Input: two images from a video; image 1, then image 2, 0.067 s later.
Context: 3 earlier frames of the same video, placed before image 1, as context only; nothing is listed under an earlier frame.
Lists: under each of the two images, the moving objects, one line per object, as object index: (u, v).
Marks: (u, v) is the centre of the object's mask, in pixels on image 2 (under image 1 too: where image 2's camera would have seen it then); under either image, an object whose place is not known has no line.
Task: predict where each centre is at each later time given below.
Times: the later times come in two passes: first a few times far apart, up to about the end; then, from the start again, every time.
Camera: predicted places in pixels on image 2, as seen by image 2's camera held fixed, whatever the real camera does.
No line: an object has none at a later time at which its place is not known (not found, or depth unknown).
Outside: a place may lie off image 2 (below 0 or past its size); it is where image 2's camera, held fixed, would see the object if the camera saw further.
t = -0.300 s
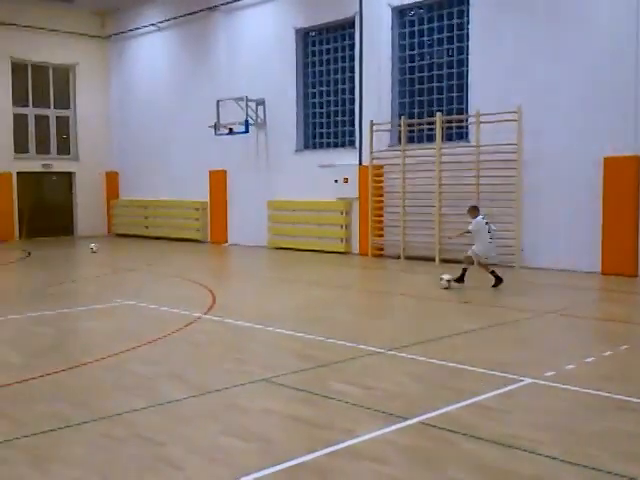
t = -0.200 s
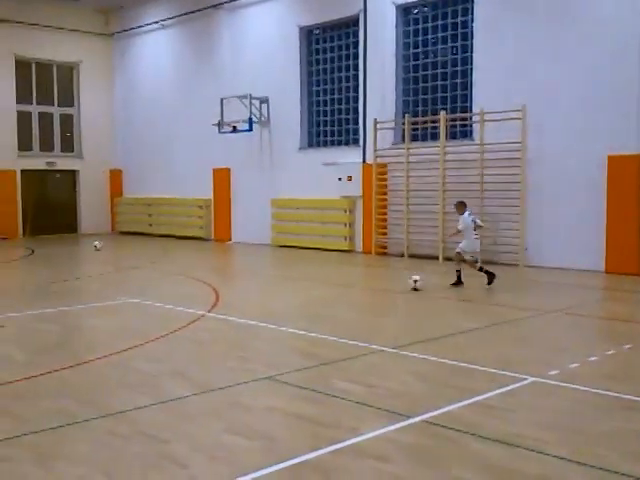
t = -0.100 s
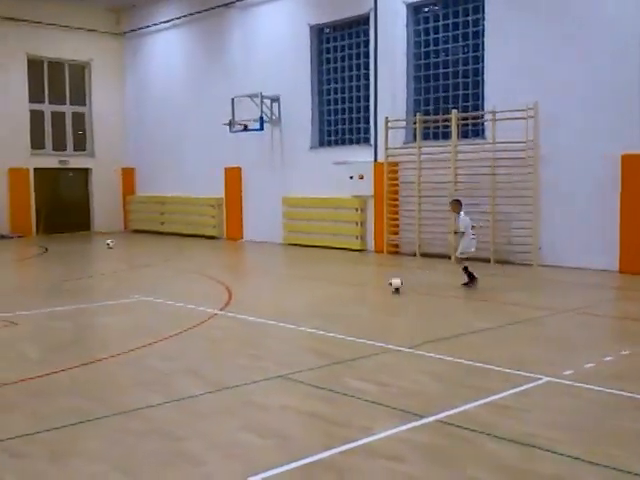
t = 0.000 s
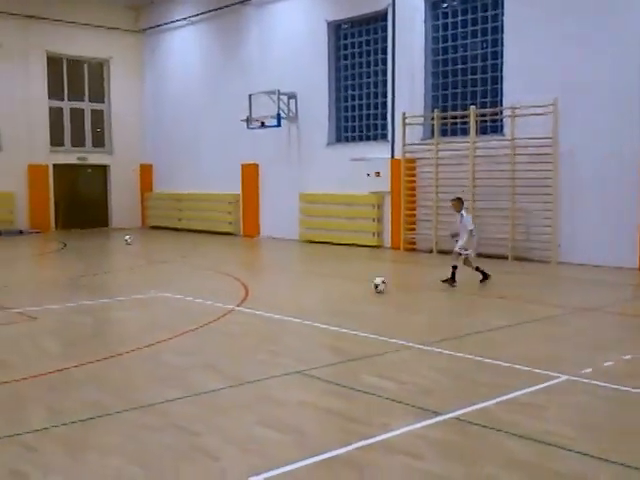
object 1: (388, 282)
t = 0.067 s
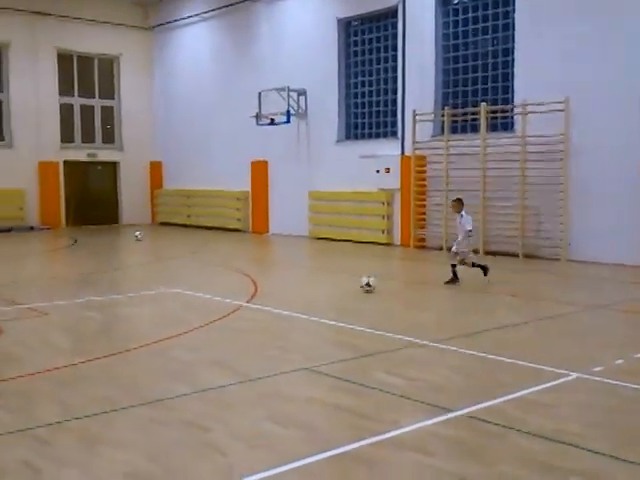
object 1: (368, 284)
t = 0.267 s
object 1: (305, 288)
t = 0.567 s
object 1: (208, 295)
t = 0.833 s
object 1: (115, 301)
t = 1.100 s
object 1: (13, 310)
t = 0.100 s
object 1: (356, 284)
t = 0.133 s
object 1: (347, 286)
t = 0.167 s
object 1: (337, 286)
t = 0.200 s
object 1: (326, 287)
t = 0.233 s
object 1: (317, 287)
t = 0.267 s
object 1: (305, 288)
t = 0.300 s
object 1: (295, 289)
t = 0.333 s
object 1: (284, 288)
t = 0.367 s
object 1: (273, 291)
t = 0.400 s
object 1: (264, 290)
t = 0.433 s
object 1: (252, 291)
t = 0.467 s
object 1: (242, 293)
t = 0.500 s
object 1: (231, 292)
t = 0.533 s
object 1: (220, 295)
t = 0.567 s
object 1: (208, 295)
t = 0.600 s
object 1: (197, 296)
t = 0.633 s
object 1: (186, 296)
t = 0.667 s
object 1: (175, 297)
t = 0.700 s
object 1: (164, 297)
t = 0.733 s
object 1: (152, 299)
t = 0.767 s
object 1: (140, 300)
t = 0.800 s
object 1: (128, 301)
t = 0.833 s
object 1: (115, 301)
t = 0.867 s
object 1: (105, 302)
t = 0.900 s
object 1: (90, 303)
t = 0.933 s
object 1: (79, 305)
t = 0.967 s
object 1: (67, 306)
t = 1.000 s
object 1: (53, 307)
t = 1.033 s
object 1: (41, 307)
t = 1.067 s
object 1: (27, 309)
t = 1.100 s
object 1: (13, 310)
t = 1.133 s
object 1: (2, 311)
